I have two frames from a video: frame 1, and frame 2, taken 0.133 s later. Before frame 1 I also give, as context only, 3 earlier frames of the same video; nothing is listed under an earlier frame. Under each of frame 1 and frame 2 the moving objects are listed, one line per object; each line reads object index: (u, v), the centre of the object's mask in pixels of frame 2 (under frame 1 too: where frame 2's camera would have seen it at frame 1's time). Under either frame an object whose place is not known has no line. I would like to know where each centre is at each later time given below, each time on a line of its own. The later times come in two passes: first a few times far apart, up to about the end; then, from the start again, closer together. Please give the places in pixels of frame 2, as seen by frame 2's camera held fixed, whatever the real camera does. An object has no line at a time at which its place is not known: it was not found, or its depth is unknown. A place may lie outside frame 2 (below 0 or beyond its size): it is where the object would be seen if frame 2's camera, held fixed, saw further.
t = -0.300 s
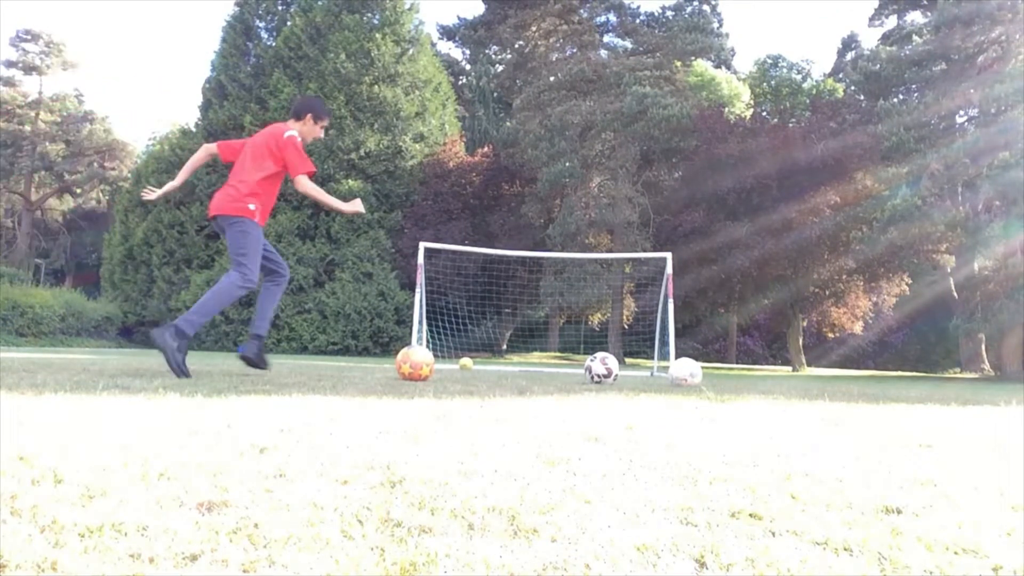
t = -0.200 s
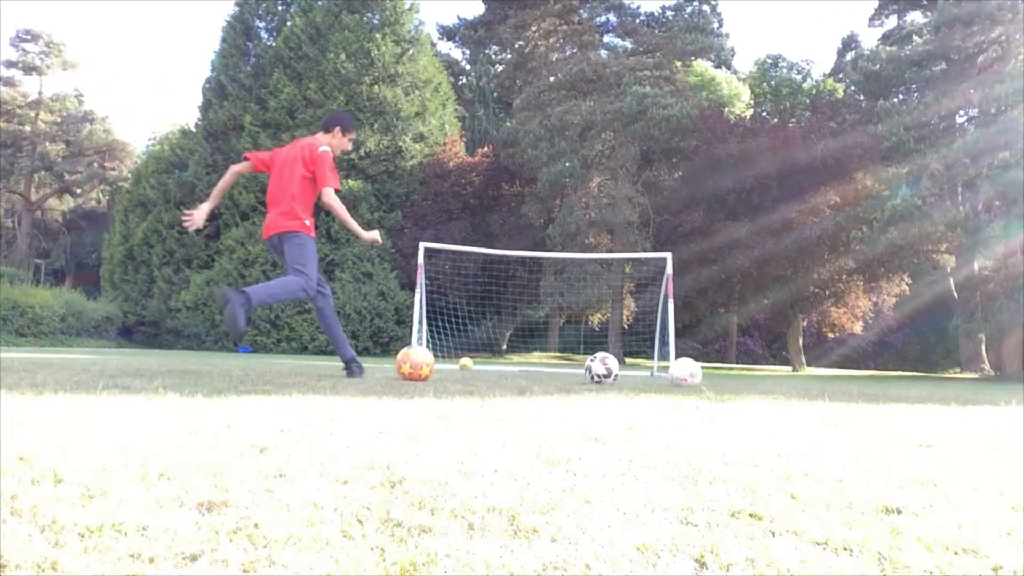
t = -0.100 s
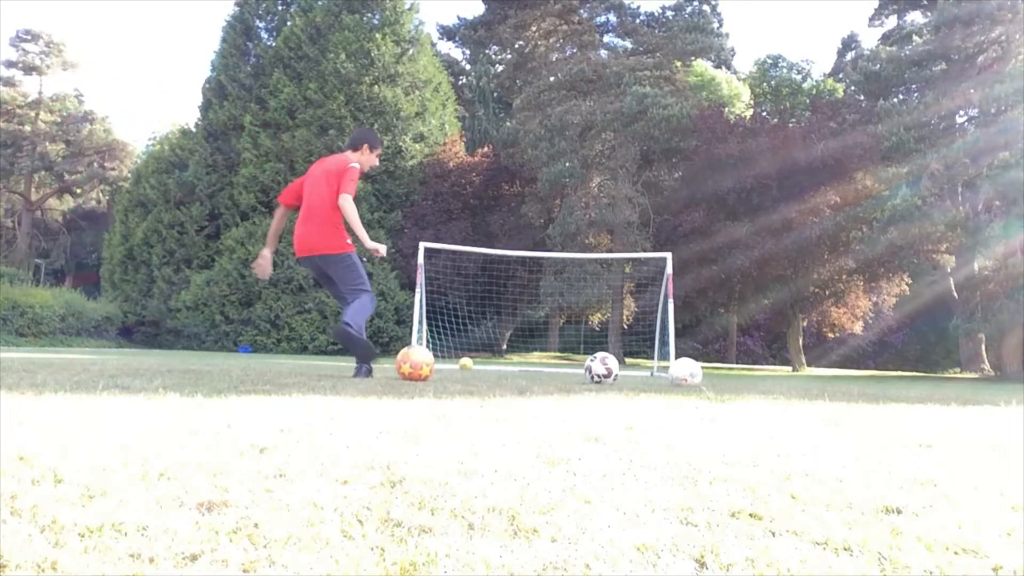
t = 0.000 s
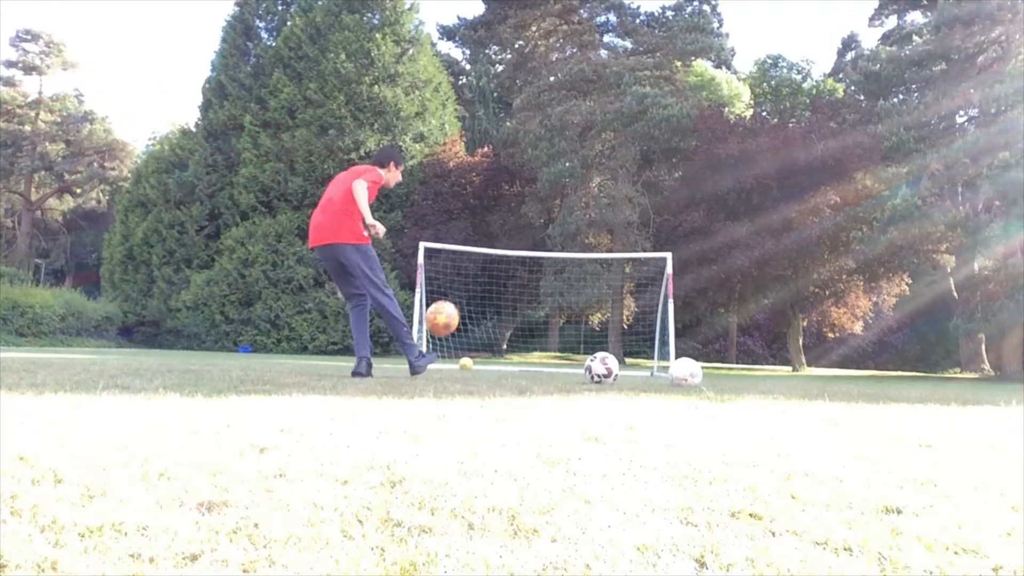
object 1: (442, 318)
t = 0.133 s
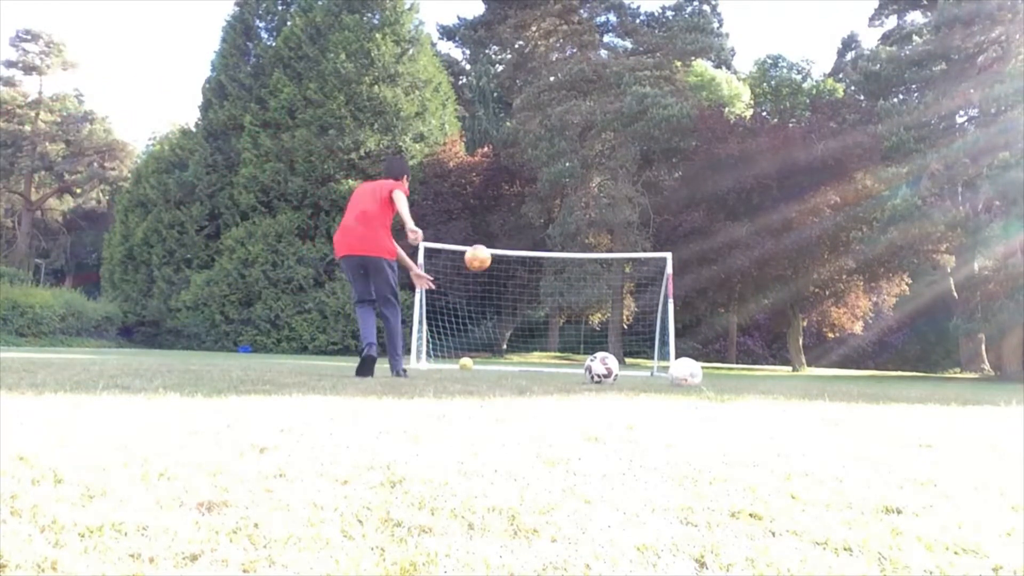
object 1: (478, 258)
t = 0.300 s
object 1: (501, 233)
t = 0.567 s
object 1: (516, 243)
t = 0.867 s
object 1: (527, 313)
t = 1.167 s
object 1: (534, 334)
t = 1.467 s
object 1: (534, 315)
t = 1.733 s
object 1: (530, 353)
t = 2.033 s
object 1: (520, 348)
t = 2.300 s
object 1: (507, 363)
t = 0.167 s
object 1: (484, 250)
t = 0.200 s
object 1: (490, 244)
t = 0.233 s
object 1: (494, 238)
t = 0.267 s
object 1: (498, 235)
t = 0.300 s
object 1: (501, 233)
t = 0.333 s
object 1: (504, 232)
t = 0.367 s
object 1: (507, 232)
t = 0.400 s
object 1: (509, 232)
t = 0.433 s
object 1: (511, 233)
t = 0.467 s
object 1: (513, 235)
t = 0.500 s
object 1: (514, 237)
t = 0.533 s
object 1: (515, 240)
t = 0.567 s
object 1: (516, 243)
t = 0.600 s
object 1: (517, 247)
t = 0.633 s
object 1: (518, 252)
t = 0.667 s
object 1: (519, 257)
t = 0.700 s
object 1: (520, 264)
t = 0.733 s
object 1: (522, 273)
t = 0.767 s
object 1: (523, 282)
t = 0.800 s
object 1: (524, 292)
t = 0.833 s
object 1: (526, 302)
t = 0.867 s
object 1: (527, 313)
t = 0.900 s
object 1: (528, 325)
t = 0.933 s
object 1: (529, 338)
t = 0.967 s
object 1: (530, 351)
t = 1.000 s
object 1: (531, 365)
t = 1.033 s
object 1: (531, 362)
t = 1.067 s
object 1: (532, 353)
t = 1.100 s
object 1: (533, 346)
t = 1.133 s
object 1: (533, 340)
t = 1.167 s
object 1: (534, 334)
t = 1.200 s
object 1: (534, 329)
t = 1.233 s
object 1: (534, 325)
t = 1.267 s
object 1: (534, 321)
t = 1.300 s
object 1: (534, 318)
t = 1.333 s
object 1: (535, 316)
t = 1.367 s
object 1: (535, 315)
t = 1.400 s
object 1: (535, 314)
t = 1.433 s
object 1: (535, 314)
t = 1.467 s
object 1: (534, 315)
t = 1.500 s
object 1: (534, 317)
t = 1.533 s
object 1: (534, 320)
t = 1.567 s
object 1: (533, 324)
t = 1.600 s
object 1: (533, 328)
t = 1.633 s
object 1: (532, 333)
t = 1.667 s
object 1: (532, 339)
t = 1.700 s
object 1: (531, 345)
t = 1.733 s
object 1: (530, 353)
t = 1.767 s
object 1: (530, 361)
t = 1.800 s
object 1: (528, 364)
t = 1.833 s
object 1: (528, 361)
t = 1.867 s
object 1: (526, 356)
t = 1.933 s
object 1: (524, 350)
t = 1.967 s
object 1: (523, 349)
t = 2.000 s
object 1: (521, 348)
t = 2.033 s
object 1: (520, 348)
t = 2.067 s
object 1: (519, 348)
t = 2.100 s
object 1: (517, 350)
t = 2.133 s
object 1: (516, 352)
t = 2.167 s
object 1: (514, 355)
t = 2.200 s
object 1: (512, 359)
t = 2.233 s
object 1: (510, 364)
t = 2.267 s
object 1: (509, 364)
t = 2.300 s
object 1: (507, 363)
